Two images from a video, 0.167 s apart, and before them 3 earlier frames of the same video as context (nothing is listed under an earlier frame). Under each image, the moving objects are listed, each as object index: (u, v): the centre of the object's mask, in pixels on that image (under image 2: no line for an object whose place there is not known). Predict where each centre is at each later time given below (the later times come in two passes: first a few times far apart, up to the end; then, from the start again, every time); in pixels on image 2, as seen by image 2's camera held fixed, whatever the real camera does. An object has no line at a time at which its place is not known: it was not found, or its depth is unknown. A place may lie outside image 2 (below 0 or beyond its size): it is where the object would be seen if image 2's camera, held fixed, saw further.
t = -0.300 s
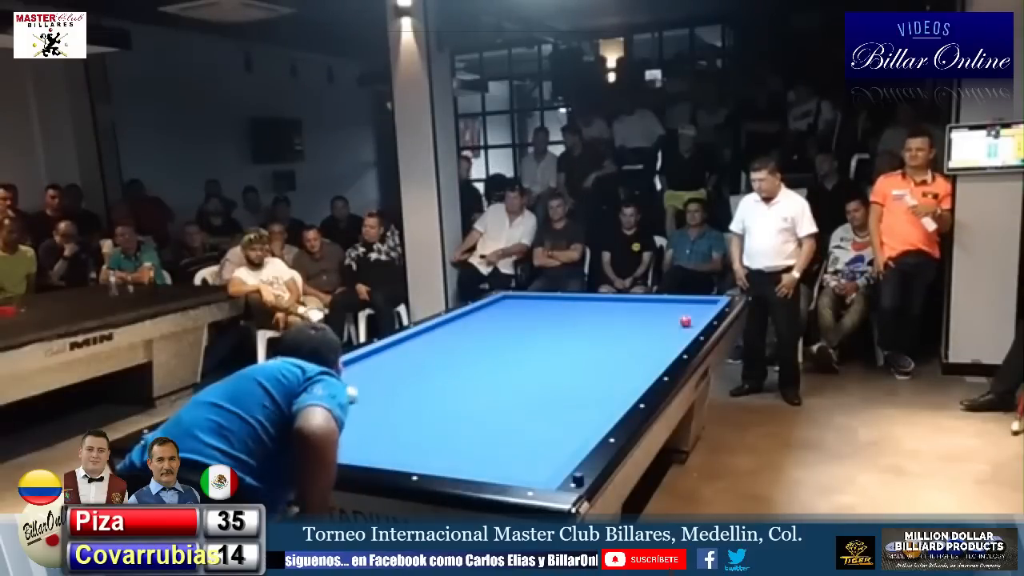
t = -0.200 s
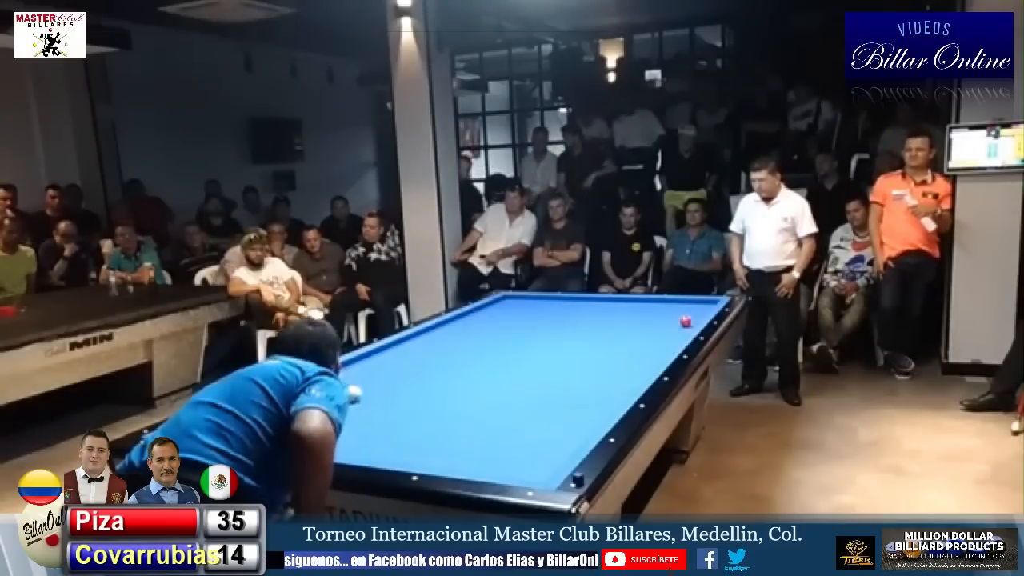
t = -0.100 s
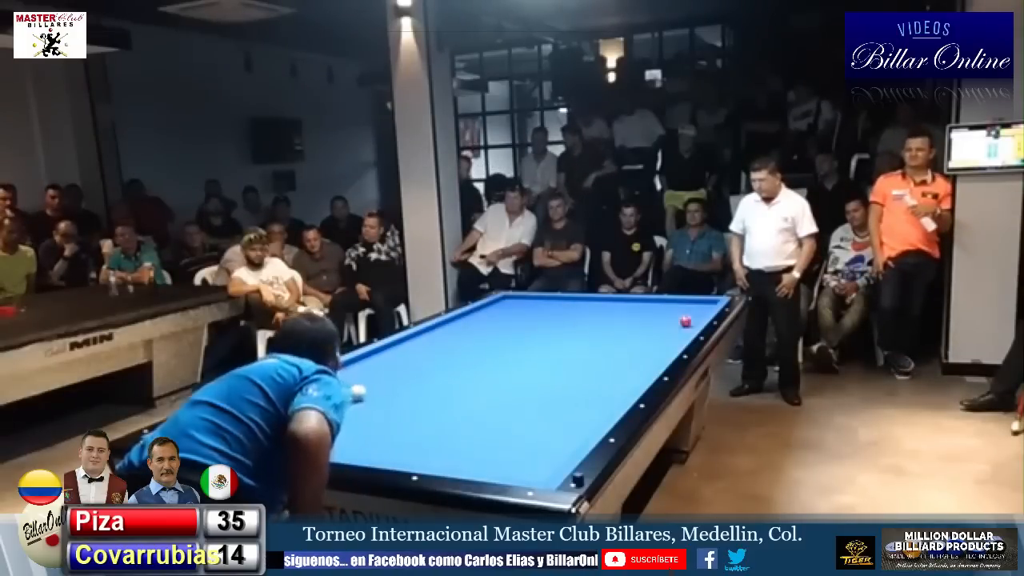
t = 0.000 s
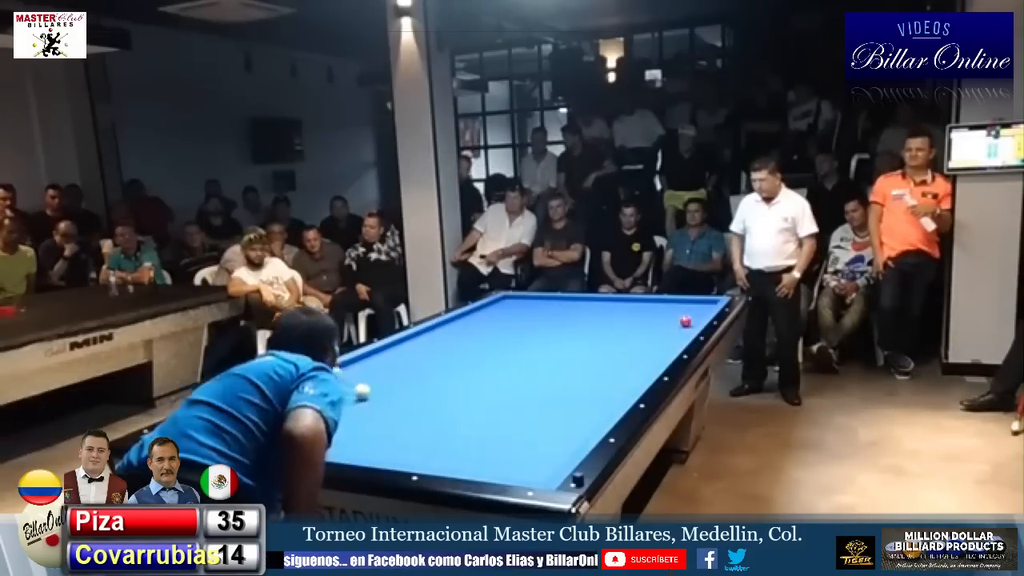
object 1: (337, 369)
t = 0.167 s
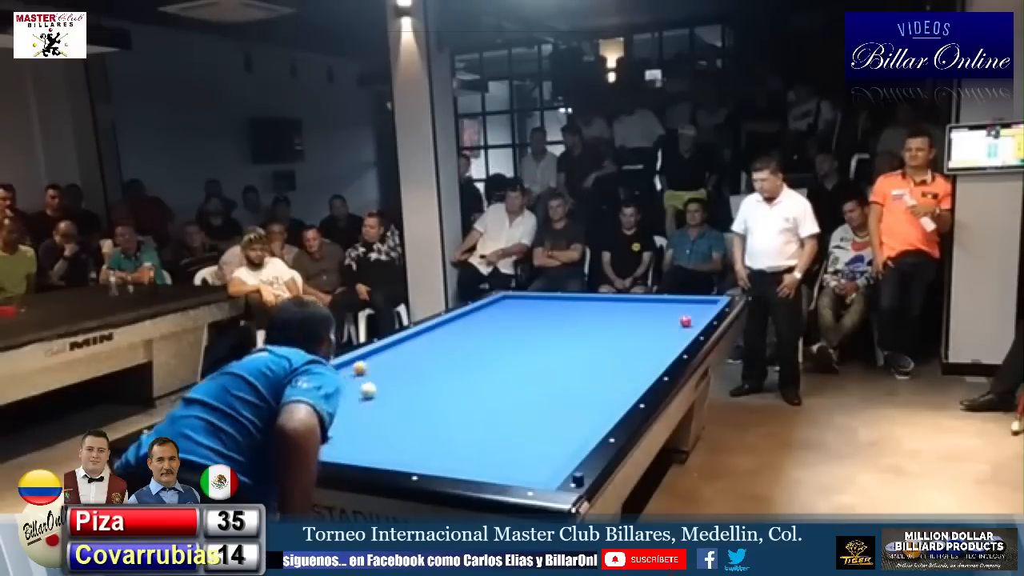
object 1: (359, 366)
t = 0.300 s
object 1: (379, 361)
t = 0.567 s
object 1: (416, 352)
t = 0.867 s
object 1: (454, 344)
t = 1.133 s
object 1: (485, 337)
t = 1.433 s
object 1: (518, 331)
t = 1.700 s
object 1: (544, 325)
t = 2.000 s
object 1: (571, 319)
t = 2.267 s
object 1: (594, 314)
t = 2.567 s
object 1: (619, 310)
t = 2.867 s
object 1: (641, 305)
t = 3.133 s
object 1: (660, 300)
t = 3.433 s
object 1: (674, 300)
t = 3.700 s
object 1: (684, 303)
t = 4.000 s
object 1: (697, 307)
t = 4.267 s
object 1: (704, 309)
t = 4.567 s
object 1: (693, 312)
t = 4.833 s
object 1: (683, 313)
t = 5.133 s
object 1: (673, 316)
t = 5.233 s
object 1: (669, 317)
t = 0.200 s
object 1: (364, 364)
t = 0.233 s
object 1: (369, 363)
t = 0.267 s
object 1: (375, 362)
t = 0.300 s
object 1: (379, 361)
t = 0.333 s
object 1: (384, 360)
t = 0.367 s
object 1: (387, 357)
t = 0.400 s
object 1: (393, 357)
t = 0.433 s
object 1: (397, 357)
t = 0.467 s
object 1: (402, 356)
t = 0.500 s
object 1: (407, 355)
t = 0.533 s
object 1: (411, 353)
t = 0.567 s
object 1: (416, 352)
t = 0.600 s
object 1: (420, 352)
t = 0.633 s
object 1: (425, 351)
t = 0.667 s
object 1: (429, 350)
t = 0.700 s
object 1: (434, 349)
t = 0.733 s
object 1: (437, 348)
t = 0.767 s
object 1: (442, 347)
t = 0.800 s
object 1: (446, 346)
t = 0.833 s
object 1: (450, 346)
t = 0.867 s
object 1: (454, 344)
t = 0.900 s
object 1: (458, 344)
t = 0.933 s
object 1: (462, 343)
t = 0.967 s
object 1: (466, 342)
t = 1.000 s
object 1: (470, 341)
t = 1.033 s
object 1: (474, 340)
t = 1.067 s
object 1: (478, 339)
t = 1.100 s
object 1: (481, 338)
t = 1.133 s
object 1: (485, 337)
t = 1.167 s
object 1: (489, 337)
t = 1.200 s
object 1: (492, 336)
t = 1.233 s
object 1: (497, 335)
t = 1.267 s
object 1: (500, 335)
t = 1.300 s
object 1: (503, 334)
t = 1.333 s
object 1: (507, 333)
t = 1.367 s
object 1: (510, 332)
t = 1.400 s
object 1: (514, 332)
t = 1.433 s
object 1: (518, 331)
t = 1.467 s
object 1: (521, 330)
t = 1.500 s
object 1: (524, 330)
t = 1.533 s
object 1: (528, 329)
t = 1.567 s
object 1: (531, 328)
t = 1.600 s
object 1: (534, 327)
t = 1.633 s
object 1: (537, 327)
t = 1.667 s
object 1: (541, 326)
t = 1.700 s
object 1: (544, 325)
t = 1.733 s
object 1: (547, 325)
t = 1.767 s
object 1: (550, 324)
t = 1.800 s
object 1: (553, 323)
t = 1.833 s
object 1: (556, 322)
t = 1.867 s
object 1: (559, 322)
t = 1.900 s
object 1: (563, 321)
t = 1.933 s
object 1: (566, 321)
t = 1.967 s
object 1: (568, 320)
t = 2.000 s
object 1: (571, 319)
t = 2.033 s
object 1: (575, 319)
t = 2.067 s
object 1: (578, 318)
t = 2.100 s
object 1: (580, 317)
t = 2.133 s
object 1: (583, 317)
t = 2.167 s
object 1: (586, 316)
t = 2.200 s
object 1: (589, 315)
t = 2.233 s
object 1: (592, 315)
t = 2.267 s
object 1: (594, 314)
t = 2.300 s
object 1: (597, 314)
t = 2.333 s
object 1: (600, 313)
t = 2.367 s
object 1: (603, 313)
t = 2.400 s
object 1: (605, 312)
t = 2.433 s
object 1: (608, 312)
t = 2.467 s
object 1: (611, 311)
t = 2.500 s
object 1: (614, 311)
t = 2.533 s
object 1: (616, 310)
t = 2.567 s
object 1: (619, 310)
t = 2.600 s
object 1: (621, 309)
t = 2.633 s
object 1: (624, 308)
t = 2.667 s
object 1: (626, 308)
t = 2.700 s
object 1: (629, 307)
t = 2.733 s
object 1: (632, 307)
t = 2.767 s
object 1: (634, 306)
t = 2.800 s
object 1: (636, 306)
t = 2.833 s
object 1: (639, 305)
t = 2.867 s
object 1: (641, 305)
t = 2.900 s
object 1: (644, 304)
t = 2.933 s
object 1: (646, 304)
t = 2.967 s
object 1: (649, 303)
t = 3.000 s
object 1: (651, 302)
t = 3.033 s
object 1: (653, 302)
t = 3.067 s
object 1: (655, 302)
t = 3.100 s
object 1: (658, 301)
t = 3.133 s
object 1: (660, 300)
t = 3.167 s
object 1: (662, 300)
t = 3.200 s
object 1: (664, 300)
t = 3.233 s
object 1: (666, 299)
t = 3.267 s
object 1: (668, 300)
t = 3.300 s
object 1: (669, 299)
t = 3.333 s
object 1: (671, 300)
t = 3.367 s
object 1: (671, 300)
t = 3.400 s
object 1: (673, 300)
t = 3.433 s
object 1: (674, 300)
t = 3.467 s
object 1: (675, 300)
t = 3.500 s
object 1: (677, 301)
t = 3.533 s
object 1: (678, 301)
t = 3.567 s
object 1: (679, 301)
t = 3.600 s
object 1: (681, 302)
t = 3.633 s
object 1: (682, 302)
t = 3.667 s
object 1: (683, 303)
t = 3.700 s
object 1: (684, 303)
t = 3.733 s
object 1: (686, 303)
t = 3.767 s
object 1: (687, 304)
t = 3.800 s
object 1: (689, 304)
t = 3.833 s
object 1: (690, 305)
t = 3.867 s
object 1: (691, 305)
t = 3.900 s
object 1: (692, 306)
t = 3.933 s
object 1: (694, 306)
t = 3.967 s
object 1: (695, 306)
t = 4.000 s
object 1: (697, 307)
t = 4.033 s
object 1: (698, 307)
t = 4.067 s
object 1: (698, 307)
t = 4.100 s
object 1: (700, 308)
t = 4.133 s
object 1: (701, 308)
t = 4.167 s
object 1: (702, 308)
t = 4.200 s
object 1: (703, 309)
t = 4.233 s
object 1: (704, 309)
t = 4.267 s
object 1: (704, 309)
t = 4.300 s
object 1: (702, 309)
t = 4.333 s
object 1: (701, 310)
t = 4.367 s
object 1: (700, 310)
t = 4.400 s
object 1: (699, 310)
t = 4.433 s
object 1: (698, 311)
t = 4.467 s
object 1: (697, 311)
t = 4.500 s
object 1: (696, 311)
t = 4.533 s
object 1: (694, 312)
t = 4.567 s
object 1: (693, 312)
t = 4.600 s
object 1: (692, 312)
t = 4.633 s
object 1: (690, 312)
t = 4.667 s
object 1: (689, 312)
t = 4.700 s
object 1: (688, 312)
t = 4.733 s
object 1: (686, 312)
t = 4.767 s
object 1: (686, 312)
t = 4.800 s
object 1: (684, 313)
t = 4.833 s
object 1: (683, 313)
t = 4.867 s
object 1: (681, 313)
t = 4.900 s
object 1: (680, 314)
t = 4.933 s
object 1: (679, 314)
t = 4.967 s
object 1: (678, 314)
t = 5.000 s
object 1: (677, 315)
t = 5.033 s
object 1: (676, 315)
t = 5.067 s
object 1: (675, 315)
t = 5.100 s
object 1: (674, 316)
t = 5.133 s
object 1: (673, 316)
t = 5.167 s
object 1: (672, 316)
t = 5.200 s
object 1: (670, 317)
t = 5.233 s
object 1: (669, 317)
